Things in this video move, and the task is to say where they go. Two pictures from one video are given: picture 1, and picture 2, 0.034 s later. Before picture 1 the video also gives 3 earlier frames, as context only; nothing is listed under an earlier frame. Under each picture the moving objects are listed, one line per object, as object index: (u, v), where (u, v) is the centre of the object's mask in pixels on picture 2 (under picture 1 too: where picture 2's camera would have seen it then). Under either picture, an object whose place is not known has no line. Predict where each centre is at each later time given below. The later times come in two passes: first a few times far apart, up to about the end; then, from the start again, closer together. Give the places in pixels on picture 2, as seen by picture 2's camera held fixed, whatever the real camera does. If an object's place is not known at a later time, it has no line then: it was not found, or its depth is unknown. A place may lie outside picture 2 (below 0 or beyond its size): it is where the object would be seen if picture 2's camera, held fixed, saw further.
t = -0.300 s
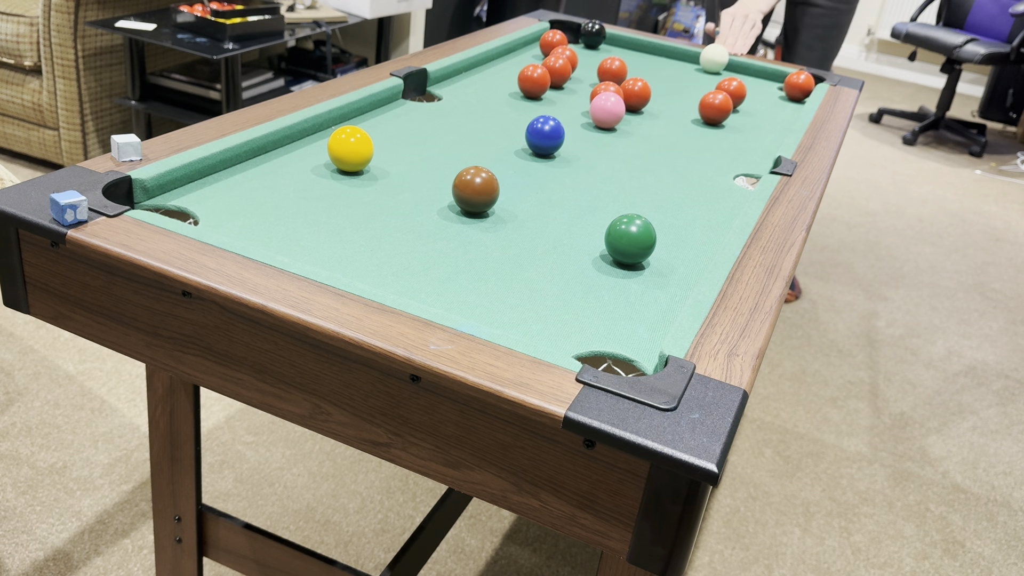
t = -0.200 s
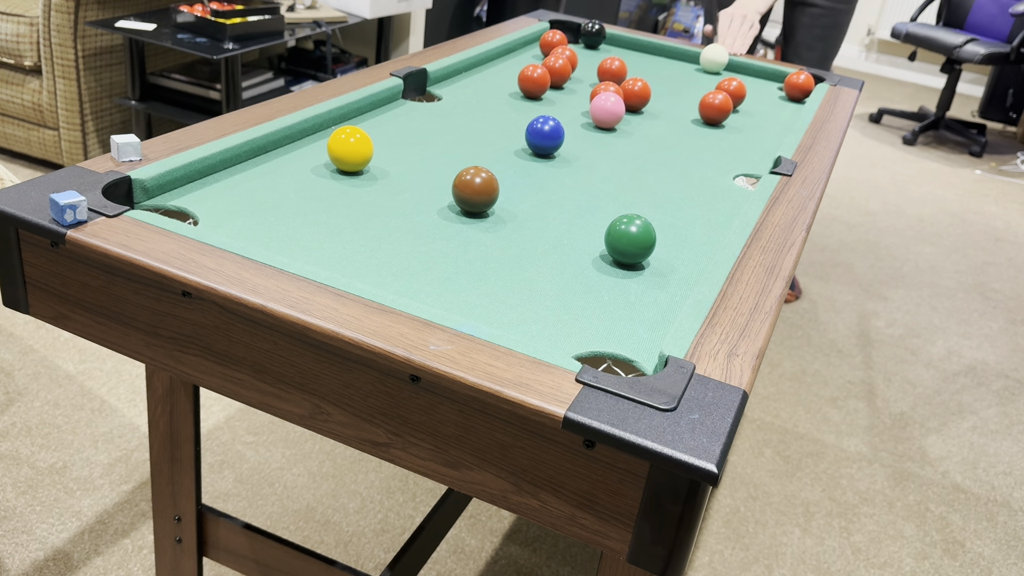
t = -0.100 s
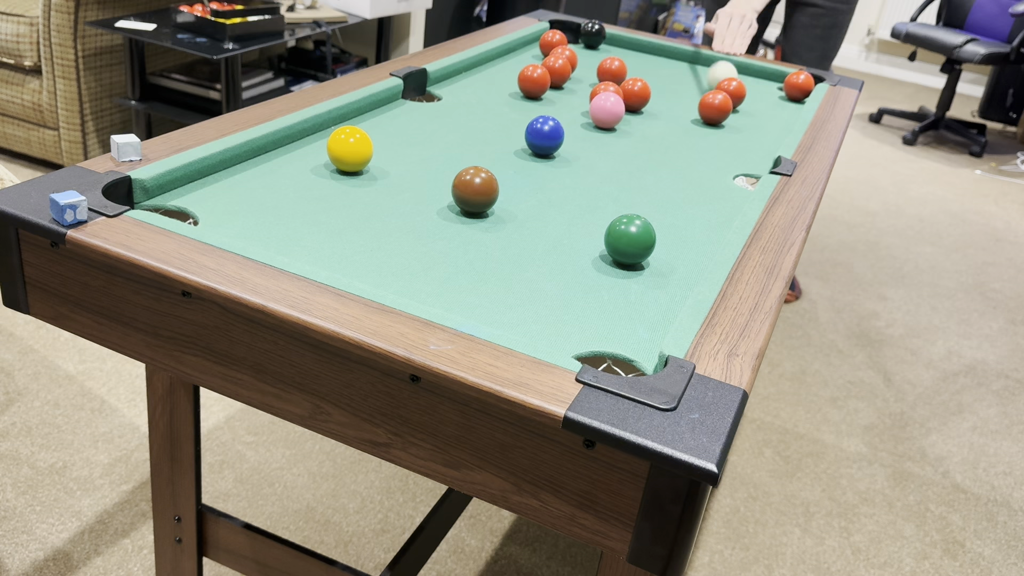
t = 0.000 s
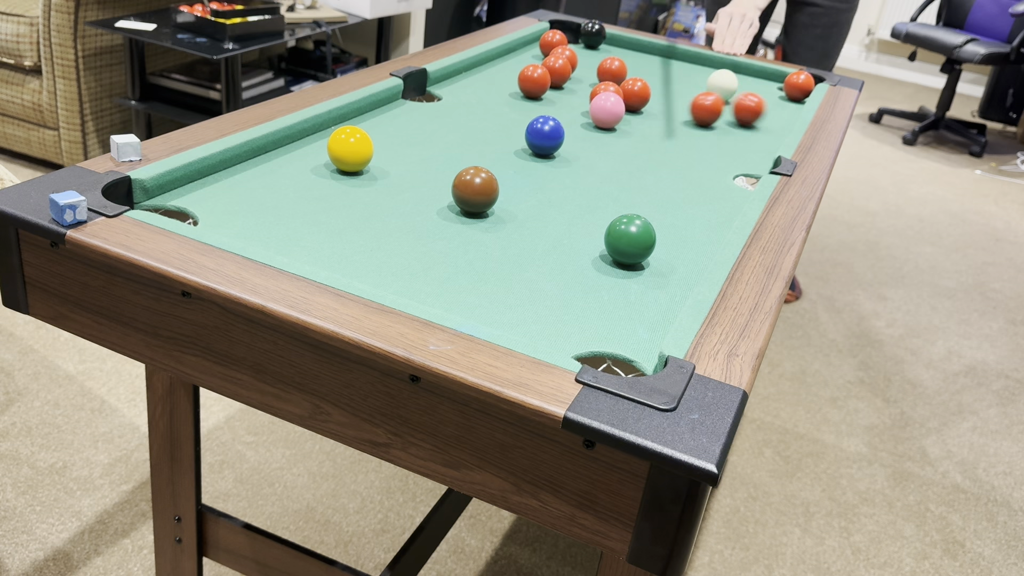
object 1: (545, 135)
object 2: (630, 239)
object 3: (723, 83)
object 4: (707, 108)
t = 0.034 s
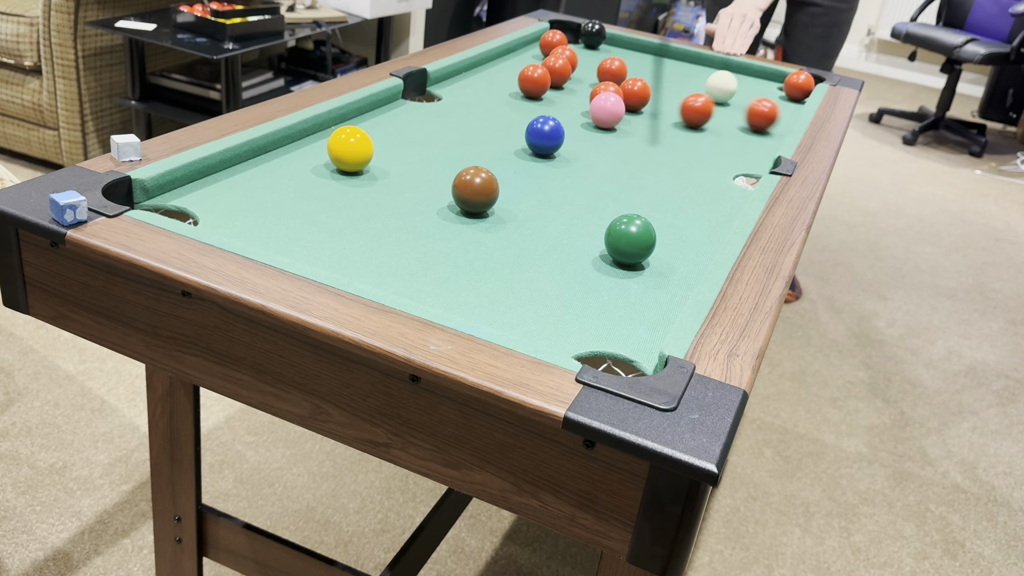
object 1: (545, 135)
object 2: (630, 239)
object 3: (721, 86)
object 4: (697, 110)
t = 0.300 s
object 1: (545, 135)
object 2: (630, 239)
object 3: (716, 101)
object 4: (631, 122)
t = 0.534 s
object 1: (545, 135)
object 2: (630, 239)
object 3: (717, 118)
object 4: (589, 138)
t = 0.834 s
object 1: (506, 132)
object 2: (630, 239)
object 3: (708, 138)
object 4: (577, 163)
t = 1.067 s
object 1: (479, 129)
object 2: (630, 239)
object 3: (700, 154)
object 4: (569, 183)
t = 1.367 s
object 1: (453, 127)
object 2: (630, 239)
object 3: (688, 173)
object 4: (558, 207)
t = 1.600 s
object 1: (439, 126)
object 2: (630, 239)
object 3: (677, 187)
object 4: (549, 225)
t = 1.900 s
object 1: (424, 124)
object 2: (630, 239)
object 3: (665, 204)
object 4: (536, 245)
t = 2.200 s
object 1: (405, 121)
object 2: (630, 239)
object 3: (658, 216)
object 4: (524, 263)
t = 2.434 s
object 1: (398, 119)
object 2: (626, 242)
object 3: (656, 222)
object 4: (515, 275)
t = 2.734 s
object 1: (399, 120)
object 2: (622, 246)
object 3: (654, 223)
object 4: (504, 288)
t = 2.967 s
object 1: (400, 120)
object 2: (622, 247)
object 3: (654, 223)
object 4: (497, 295)
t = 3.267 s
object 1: (400, 120)
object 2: (622, 247)
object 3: (654, 223)
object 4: (491, 299)
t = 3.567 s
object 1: (400, 120)
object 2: (622, 247)
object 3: (654, 223)
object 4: (490, 300)
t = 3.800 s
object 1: (400, 120)
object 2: (622, 247)
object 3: (654, 223)
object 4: (491, 300)
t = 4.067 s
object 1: (400, 120)
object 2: (622, 247)
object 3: (654, 223)
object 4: (491, 300)
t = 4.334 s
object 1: (400, 120)
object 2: (622, 247)
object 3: (654, 223)
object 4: (491, 300)
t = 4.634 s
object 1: (400, 120)
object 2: (622, 247)
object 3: (654, 223)
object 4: (491, 300)
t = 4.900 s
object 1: (400, 120)
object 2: (622, 247)
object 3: (654, 223)
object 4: (491, 300)
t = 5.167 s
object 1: (400, 120)
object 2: (622, 247)
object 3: (654, 223)
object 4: (491, 300)
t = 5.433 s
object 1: (400, 120)
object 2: (622, 247)
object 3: (654, 223)
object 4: (491, 300)
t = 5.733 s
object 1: (400, 120)
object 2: (622, 247)
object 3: (654, 223)
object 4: (491, 300)
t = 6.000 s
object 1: (400, 120)
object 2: (622, 247)
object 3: (654, 223)
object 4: (491, 300)
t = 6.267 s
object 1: (400, 120)
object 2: (622, 247)
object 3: (654, 223)
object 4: (491, 300)
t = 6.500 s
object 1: (400, 120)
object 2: (622, 247)
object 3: (654, 223)
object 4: (491, 300)
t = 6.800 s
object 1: (400, 120)
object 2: (622, 247)
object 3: (654, 223)
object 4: (491, 300)
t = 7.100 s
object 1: (400, 120)
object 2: (622, 247)
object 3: (654, 223)
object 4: (491, 300)
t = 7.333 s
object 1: (400, 120)
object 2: (622, 247)
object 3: (654, 223)
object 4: (491, 300)
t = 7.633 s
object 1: (400, 120)
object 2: (622, 247)
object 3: (654, 223)
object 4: (491, 300)
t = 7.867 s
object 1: (400, 120)
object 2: (622, 247)
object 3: (654, 223)
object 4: (491, 300)
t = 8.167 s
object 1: (400, 120)
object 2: (622, 247)
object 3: (654, 223)
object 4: (491, 300)
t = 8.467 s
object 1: (400, 120)
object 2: (622, 247)
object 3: (654, 223)
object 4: (491, 300)
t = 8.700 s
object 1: (400, 120)
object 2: (622, 247)
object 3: (654, 223)
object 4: (491, 300)
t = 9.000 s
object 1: (400, 120)
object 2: (622, 247)
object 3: (654, 223)
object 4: (491, 300)
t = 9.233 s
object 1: (400, 120)
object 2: (622, 247)
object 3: (654, 223)
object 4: (491, 300)
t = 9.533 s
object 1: (400, 120)
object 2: (622, 247)
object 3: (654, 223)
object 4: (491, 300)
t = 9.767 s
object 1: (400, 120)
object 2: (622, 247)
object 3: (654, 223)
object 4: (491, 300)
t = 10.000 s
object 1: (400, 120)
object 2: (622, 247)
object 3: (654, 223)
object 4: (491, 300)
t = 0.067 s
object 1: (545, 135)
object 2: (630, 239)
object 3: (720, 88)
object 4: (688, 111)
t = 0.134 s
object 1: (545, 135)
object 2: (630, 239)
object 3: (720, 93)
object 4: (670, 114)
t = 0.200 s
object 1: (545, 135)
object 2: (630, 239)
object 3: (719, 97)
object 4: (652, 117)
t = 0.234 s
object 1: (545, 135)
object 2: (630, 239)
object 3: (718, 99)
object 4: (643, 118)
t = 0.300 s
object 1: (545, 135)
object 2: (630, 239)
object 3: (716, 101)
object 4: (631, 122)
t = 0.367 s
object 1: (545, 135)
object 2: (630, 239)
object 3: (716, 101)
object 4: (619, 127)
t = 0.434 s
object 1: (545, 135)
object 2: (630, 239)
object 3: (720, 106)
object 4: (607, 131)
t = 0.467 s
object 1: (545, 135)
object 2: (630, 239)
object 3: (720, 110)
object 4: (601, 133)
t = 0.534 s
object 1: (545, 135)
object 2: (630, 239)
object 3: (717, 118)
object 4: (589, 138)
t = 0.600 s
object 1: (537, 135)
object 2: (630, 239)
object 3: (713, 123)
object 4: (584, 143)
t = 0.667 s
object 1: (528, 134)
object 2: (630, 239)
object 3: (712, 127)
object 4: (582, 149)
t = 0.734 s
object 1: (518, 133)
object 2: (630, 239)
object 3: (710, 132)
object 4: (580, 155)
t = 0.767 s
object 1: (514, 133)
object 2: (630, 239)
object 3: (709, 134)
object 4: (579, 158)
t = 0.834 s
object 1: (506, 132)
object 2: (630, 239)
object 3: (708, 138)
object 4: (577, 163)
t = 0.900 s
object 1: (498, 131)
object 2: (630, 239)
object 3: (706, 143)
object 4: (575, 169)
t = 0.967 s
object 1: (490, 130)
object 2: (630, 239)
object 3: (704, 147)
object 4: (573, 175)
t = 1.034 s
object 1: (483, 130)
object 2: (630, 239)
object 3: (701, 152)
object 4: (570, 180)
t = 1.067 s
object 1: (479, 129)
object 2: (630, 239)
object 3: (700, 154)
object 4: (569, 183)
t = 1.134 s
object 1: (473, 129)
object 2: (630, 239)
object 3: (698, 158)
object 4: (567, 188)
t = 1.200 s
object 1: (467, 128)
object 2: (630, 239)
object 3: (695, 162)
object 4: (565, 194)
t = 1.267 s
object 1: (461, 128)
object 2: (630, 239)
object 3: (692, 166)
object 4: (562, 200)
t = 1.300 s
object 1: (458, 127)
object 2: (630, 239)
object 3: (691, 169)
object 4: (561, 202)
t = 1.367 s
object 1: (453, 127)
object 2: (630, 239)
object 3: (688, 173)
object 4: (558, 207)
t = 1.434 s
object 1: (449, 127)
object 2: (630, 239)
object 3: (685, 177)
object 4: (555, 213)
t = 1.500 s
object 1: (445, 126)
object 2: (630, 239)
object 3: (682, 181)
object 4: (553, 218)
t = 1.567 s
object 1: (441, 126)
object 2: (630, 239)
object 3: (678, 185)
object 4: (550, 223)
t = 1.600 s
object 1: (439, 126)
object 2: (630, 239)
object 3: (677, 187)
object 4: (549, 225)
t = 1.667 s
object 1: (436, 125)
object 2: (630, 239)
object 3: (674, 191)
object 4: (546, 230)
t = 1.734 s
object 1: (434, 125)
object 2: (630, 239)
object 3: (671, 195)
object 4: (543, 234)
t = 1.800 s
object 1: (432, 125)
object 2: (630, 239)
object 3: (668, 199)
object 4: (540, 239)
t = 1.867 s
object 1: (427, 124)
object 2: (630, 239)
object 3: (666, 203)
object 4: (537, 243)
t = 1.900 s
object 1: (424, 124)
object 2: (630, 239)
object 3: (665, 204)
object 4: (536, 245)
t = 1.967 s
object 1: (419, 123)
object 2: (630, 239)
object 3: (663, 207)
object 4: (533, 249)
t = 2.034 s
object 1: (414, 122)
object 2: (630, 239)
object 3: (661, 210)
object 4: (530, 253)
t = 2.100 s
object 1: (410, 122)
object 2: (630, 239)
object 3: (660, 212)
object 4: (527, 257)
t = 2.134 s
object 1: (408, 121)
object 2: (630, 239)
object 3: (659, 213)
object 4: (526, 259)
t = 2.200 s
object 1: (405, 121)
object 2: (630, 239)
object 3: (658, 216)
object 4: (524, 263)
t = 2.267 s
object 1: (402, 120)
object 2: (630, 239)
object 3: (657, 218)
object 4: (521, 266)
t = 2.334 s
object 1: (400, 120)
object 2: (629, 240)
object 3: (657, 220)
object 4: (519, 270)
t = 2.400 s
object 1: (398, 120)
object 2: (627, 242)
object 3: (657, 221)
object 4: (516, 273)
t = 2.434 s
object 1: (398, 119)
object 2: (626, 242)
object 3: (656, 222)
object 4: (515, 275)
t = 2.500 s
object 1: (397, 119)
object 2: (624, 243)
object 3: (656, 223)
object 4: (513, 278)
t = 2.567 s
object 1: (397, 119)
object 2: (623, 245)
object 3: (655, 223)
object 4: (510, 281)
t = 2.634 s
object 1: (397, 119)
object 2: (623, 245)
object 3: (655, 223)
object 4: (508, 284)
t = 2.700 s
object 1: (398, 120)
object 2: (622, 246)
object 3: (654, 223)
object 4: (505, 286)
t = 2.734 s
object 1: (399, 120)
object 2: (622, 246)
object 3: (654, 223)
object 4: (504, 288)
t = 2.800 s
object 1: (399, 120)
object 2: (622, 247)
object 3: (654, 223)
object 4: (502, 290)
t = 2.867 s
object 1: (400, 120)
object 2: (622, 247)
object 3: (654, 223)
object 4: (500, 292)
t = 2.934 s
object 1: (400, 120)
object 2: (622, 247)
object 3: (654, 223)
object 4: (498, 294)
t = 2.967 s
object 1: (400, 120)
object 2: (622, 247)
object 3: (654, 223)
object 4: (497, 295)
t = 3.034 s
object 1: (400, 120)
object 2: (622, 247)
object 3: (654, 223)
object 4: (495, 297)
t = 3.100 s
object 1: (400, 120)
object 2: (622, 247)
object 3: (654, 223)
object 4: (494, 298)
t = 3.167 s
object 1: (400, 120)
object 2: (622, 247)
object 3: (654, 223)
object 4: (493, 298)
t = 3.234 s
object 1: (400, 120)
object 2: (622, 247)
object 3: (654, 223)
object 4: (492, 299)
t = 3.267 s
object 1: (400, 120)
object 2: (622, 247)
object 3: (654, 223)
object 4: (491, 299)
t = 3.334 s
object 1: (400, 120)
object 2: (622, 247)
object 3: (654, 223)
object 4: (491, 300)
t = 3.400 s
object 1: (400, 120)
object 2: (622, 247)
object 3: (654, 223)
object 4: (490, 300)
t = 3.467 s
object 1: (400, 120)
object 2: (622, 247)
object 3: (654, 223)
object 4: (490, 300)
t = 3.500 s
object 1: (400, 120)
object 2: (622, 247)
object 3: (654, 223)
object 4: (490, 300)
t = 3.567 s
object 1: (400, 120)
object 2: (622, 247)
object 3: (654, 223)
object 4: (490, 300)
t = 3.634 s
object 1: (400, 120)
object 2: (622, 247)
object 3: (654, 223)
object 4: (490, 300)
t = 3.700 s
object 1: (400, 120)
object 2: (622, 247)
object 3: (654, 223)
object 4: (491, 300)
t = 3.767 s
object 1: (400, 120)
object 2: (622, 247)
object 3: (654, 223)
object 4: (491, 300)
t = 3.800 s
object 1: (400, 120)
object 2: (622, 247)
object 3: (654, 223)
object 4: (491, 300)
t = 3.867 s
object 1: (400, 120)
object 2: (622, 247)
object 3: (654, 223)
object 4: (491, 300)
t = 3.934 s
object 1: (400, 120)
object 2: (622, 247)
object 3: (654, 223)
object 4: (491, 300)
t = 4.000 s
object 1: (400, 120)
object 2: (622, 247)
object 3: (654, 223)
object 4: (491, 300)
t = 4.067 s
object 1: (400, 120)
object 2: (622, 247)
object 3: (654, 223)
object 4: (491, 300)
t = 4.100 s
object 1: (400, 120)
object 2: (622, 247)
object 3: (654, 223)
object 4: (491, 300)
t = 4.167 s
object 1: (400, 120)
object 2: (622, 247)
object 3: (654, 223)
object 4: (491, 300)
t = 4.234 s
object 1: (400, 120)
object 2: (622, 247)
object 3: (654, 223)
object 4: (491, 300)
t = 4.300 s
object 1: (400, 120)
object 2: (622, 247)
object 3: (654, 223)
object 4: (491, 300)
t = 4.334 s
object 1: (400, 120)
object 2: (622, 247)
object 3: (654, 223)
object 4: (491, 300)
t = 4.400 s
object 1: (400, 120)
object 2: (622, 247)
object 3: (654, 223)
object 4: (491, 300)
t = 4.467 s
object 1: (400, 120)
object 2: (622, 247)
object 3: (654, 223)
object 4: (491, 300)
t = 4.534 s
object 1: (400, 120)
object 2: (622, 247)
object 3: (654, 223)
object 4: (491, 300)
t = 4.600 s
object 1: (400, 120)
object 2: (622, 247)
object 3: (654, 223)
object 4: (491, 300)
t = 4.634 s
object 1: (400, 120)
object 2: (622, 247)
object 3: (654, 223)
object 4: (491, 300)
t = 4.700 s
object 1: (400, 120)
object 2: (622, 247)
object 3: (654, 223)
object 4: (491, 300)
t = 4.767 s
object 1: (400, 120)
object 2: (622, 247)
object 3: (654, 223)
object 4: (491, 300)
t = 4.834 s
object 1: (400, 120)
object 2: (622, 247)
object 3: (654, 223)
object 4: (491, 300)
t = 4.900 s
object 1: (400, 120)
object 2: (622, 247)
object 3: (654, 223)
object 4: (491, 300)
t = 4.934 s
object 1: (400, 120)
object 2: (622, 247)
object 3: (654, 223)
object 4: (491, 300)
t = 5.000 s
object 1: (400, 120)
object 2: (622, 247)
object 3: (654, 223)
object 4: (491, 300)
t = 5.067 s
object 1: (400, 120)
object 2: (622, 247)
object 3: (654, 223)
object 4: (491, 300)
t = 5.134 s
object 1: (400, 120)
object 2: (622, 247)
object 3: (654, 223)
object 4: (491, 300)
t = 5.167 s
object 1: (400, 120)
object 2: (622, 247)
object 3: (654, 223)
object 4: (491, 300)
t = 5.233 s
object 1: (400, 120)
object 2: (622, 247)
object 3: (654, 223)
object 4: (491, 300)
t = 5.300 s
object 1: (400, 120)
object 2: (622, 247)
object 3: (654, 223)
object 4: (491, 300)
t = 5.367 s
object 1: (400, 120)
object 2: (622, 247)
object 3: (654, 223)
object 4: (491, 300)
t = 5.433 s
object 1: (400, 120)
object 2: (622, 247)
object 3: (654, 223)
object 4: (491, 300)
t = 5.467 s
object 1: (400, 120)
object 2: (622, 247)
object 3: (654, 223)
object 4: (491, 300)
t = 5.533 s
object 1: (400, 120)
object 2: (622, 247)
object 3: (654, 223)
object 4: (491, 300)
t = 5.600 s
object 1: (400, 120)
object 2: (622, 247)
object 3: (654, 223)
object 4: (491, 300)
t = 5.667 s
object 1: (400, 120)
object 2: (622, 247)
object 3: (654, 223)
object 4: (491, 300)
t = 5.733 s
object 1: (400, 120)
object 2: (622, 247)
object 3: (654, 223)
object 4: (491, 300)
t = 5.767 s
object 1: (400, 120)
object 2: (622, 247)
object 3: (654, 223)
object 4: (491, 300)
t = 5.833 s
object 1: (400, 120)
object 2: (622, 247)
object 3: (654, 223)
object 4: (491, 300)
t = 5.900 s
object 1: (400, 120)
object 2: (622, 247)
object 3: (654, 223)
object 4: (491, 300)
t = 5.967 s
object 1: (400, 120)
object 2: (622, 247)
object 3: (654, 223)
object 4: (491, 300)
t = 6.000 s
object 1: (400, 120)
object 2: (622, 247)
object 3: (654, 223)
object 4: (491, 300)
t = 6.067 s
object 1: (400, 120)
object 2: (622, 247)
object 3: (654, 223)
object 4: (491, 300)
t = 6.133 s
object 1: (400, 120)
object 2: (622, 247)
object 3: (654, 223)
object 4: (491, 300)
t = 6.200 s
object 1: (400, 120)
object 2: (622, 247)
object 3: (654, 223)
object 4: (491, 300)
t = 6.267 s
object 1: (400, 120)
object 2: (622, 247)
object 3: (654, 223)
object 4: (491, 300)
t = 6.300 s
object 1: (400, 120)
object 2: (622, 247)
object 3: (654, 223)
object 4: (491, 300)
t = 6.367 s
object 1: (400, 120)
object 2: (622, 247)
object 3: (654, 223)
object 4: (491, 300)
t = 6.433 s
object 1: (400, 120)
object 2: (622, 247)
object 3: (654, 223)
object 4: (491, 300)
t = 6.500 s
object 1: (400, 120)
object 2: (622, 247)
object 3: (654, 223)
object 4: (491, 300)
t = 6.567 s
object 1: (400, 120)
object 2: (622, 247)
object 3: (654, 223)
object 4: (491, 300)
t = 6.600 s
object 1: (400, 120)
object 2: (622, 247)
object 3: (654, 223)
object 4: (491, 300)
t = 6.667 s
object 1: (400, 120)
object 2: (622, 247)
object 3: (654, 223)
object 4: (491, 300)
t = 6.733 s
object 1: (400, 120)
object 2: (622, 247)
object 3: (654, 223)
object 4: (491, 300)
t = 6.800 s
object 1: (400, 120)
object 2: (622, 247)
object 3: (654, 223)
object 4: (491, 300)
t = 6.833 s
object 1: (400, 120)
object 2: (622, 247)
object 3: (654, 223)
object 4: (491, 300)
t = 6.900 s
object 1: (400, 120)
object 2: (622, 247)
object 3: (654, 223)
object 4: (491, 300)
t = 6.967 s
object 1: (400, 120)
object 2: (622, 247)
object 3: (654, 223)
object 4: (491, 300)
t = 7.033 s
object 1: (400, 120)
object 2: (622, 247)
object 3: (654, 223)
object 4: (491, 300)
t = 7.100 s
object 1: (400, 120)
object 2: (622, 247)
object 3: (654, 223)
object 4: (491, 300)
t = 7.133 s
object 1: (400, 120)
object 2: (622, 247)
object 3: (654, 223)
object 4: (491, 300)
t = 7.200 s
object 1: (400, 120)
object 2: (622, 247)
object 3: (654, 223)
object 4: (491, 300)
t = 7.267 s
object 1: (400, 120)
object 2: (622, 247)
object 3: (654, 223)
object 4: (491, 300)
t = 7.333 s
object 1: (400, 120)
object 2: (622, 247)
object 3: (654, 223)
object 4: (491, 300)
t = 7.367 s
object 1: (400, 120)
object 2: (622, 247)
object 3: (654, 223)
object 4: (491, 300)
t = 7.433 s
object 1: (400, 120)
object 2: (622, 247)
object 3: (654, 223)
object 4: (491, 300)
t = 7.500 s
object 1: (400, 120)
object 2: (622, 247)
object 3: (654, 223)
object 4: (491, 300)
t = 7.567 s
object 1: (400, 120)
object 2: (622, 247)
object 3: (654, 223)
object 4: (491, 300)
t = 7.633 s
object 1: (400, 120)
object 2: (622, 247)
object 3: (654, 223)
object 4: (491, 300)
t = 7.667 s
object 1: (400, 120)
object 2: (622, 247)
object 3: (654, 223)
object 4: (491, 300)
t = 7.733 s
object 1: (400, 120)
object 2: (622, 247)
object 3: (654, 223)
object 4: (491, 300)
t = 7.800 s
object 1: (400, 120)
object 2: (622, 247)
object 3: (654, 223)
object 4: (491, 300)
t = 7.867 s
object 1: (400, 120)
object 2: (622, 247)
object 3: (654, 223)
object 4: (491, 300)
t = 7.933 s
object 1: (400, 120)
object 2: (622, 247)
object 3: (654, 223)
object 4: (491, 300)
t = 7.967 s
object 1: (400, 120)
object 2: (622, 247)
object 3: (654, 223)
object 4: (491, 300)
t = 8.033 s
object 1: (400, 120)
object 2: (622, 247)
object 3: (654, 223)
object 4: (491, 300)
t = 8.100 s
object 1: (400, 120)
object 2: (622, 247)
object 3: (654, 223)
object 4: (491, 300)
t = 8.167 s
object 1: (400, 120)
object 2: (622, 247)
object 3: (654, 223)
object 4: (491, 300)
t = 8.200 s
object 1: (400, 120)
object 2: (622, 247)
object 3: (654, 223)
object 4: (491, 300)
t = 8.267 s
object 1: (400, 120)
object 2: (622, 247)
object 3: (654, 223)
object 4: (491, 300)
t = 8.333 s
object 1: (400, 120)
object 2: (622, 247)
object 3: (654, 223)
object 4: (491, 300)
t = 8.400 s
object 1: (400, 120)
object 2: (622, 247)
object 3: (654, 223)
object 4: (491, 300)
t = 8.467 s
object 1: (400, 120)
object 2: (622, 247)
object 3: (654, 223)
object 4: (491, 300)
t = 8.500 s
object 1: (400, 120)
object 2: (622, 247)
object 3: (654, 223)
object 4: (491, 300)
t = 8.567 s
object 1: (400, 120)
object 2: (622, 247)
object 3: (654, 223)
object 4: (491, 300)
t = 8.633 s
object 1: (400, 120)
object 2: (622, 247)
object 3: (654, 223)
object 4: (491, 300)
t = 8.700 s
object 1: (400, 120)
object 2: (622, 247)
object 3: (654, 223)
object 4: (491, 300)
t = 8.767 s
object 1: (400, 120)
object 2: (622, 247)
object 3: (654, 223)
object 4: (491, 300)
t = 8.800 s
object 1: (400, 120)
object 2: (622, 247)
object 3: (654, 223)
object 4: (491, 300)
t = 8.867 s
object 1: (400, 120)
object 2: (622, 247)
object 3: (654, 223)
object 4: (491, 300)
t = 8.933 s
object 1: (400, 120)
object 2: (622, 247)
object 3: (654, 223)
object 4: (491, 300)
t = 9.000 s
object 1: (400, 120)
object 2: (622, 247)
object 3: (654, 223)
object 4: (491, 300)
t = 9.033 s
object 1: (400, 120)
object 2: (622, 247)
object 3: (654, 223)
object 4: (491, 300)
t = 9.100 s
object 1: (400, 120)
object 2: (622, 247)
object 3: (654, 223)
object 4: (491, 300)
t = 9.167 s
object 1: (400, 120)
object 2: (622, 247)
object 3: (654, 223)
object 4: (491, 300)
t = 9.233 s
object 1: (400, 120)
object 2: (622, 247)
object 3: (654, 223)
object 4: (491, 300)
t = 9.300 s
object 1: (400, 120)
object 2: (622, 247)
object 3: (654, 223)
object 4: (491, 300)
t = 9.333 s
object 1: (400, 120)
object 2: (622, 247)
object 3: (654, 223)
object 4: (491, 300)
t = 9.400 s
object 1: (400, 120)
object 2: (622, 247)
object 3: (654, 223)
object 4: (491, 300)
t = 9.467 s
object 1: (400, 120)
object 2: (622, 247)
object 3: (654, 223)
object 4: (491, 300)
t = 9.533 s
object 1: (400, 120)
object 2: (622, 247)
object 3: (654, 223)
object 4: (491, 300)
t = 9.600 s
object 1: (400, 120)
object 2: (622, 247)
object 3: (654, 223)
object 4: (491, 300)
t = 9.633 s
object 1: (400, 120)
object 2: (622, 247)
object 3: (654, 223)
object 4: (491, 300)
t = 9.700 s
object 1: (400, 120)
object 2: (622, 247)
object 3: (654, 223)
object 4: (491, 300)
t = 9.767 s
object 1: (400, 120)
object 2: (622, 247)
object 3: (654, 223)
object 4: (491, 300)
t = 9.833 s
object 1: (400, 120)
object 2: (622, 247)
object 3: (654, 223)
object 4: (491, 300)
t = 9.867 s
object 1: (400, 120)
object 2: (622, 247)
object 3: (654, 223)
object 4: (491, 300)
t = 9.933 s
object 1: (400, 120)
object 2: (622, 247)
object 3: (654, 223)
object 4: (491, 300)
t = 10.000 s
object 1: (400, 120)
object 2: (622, 247)
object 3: (654, 223)
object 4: (491, 300)
